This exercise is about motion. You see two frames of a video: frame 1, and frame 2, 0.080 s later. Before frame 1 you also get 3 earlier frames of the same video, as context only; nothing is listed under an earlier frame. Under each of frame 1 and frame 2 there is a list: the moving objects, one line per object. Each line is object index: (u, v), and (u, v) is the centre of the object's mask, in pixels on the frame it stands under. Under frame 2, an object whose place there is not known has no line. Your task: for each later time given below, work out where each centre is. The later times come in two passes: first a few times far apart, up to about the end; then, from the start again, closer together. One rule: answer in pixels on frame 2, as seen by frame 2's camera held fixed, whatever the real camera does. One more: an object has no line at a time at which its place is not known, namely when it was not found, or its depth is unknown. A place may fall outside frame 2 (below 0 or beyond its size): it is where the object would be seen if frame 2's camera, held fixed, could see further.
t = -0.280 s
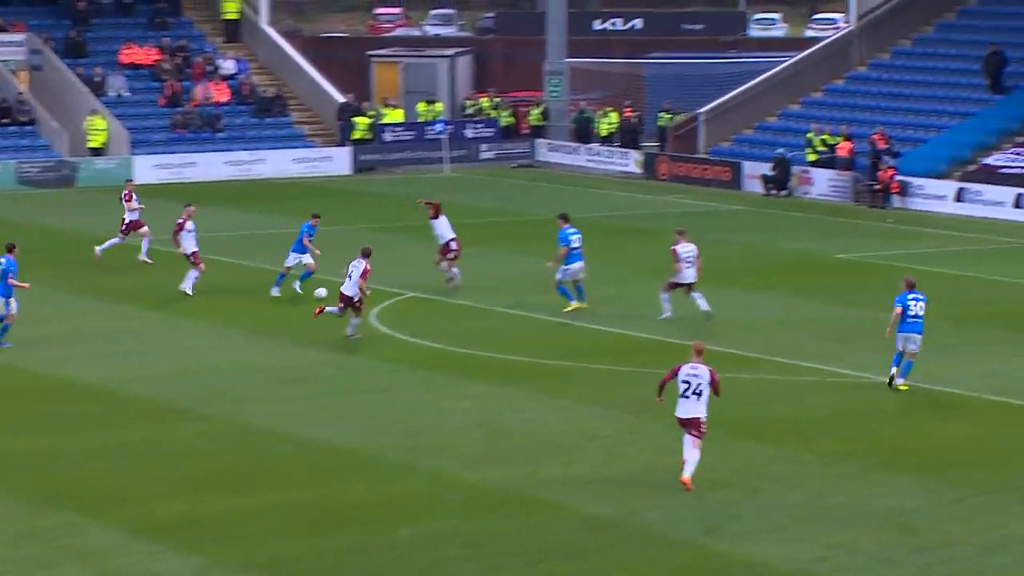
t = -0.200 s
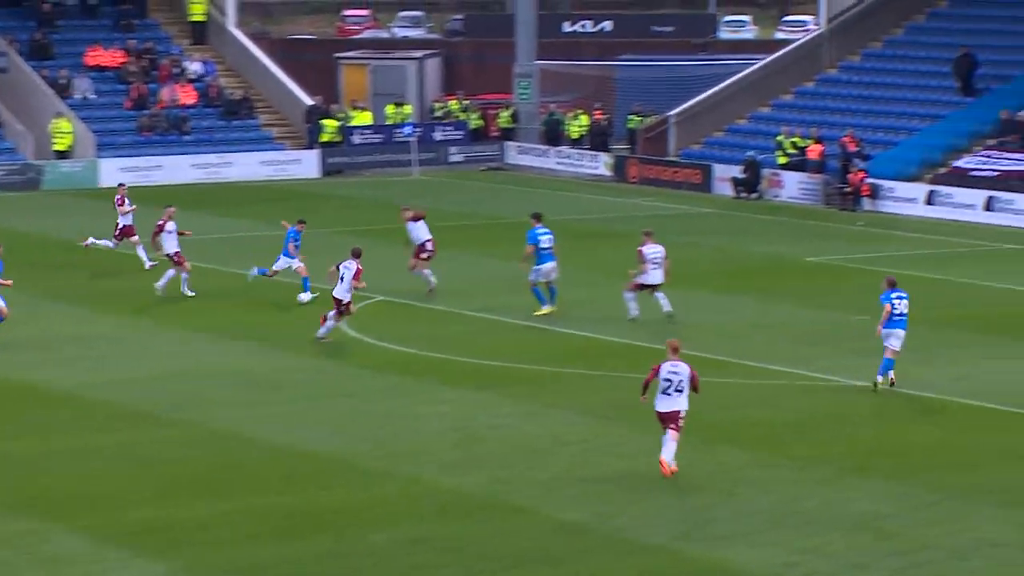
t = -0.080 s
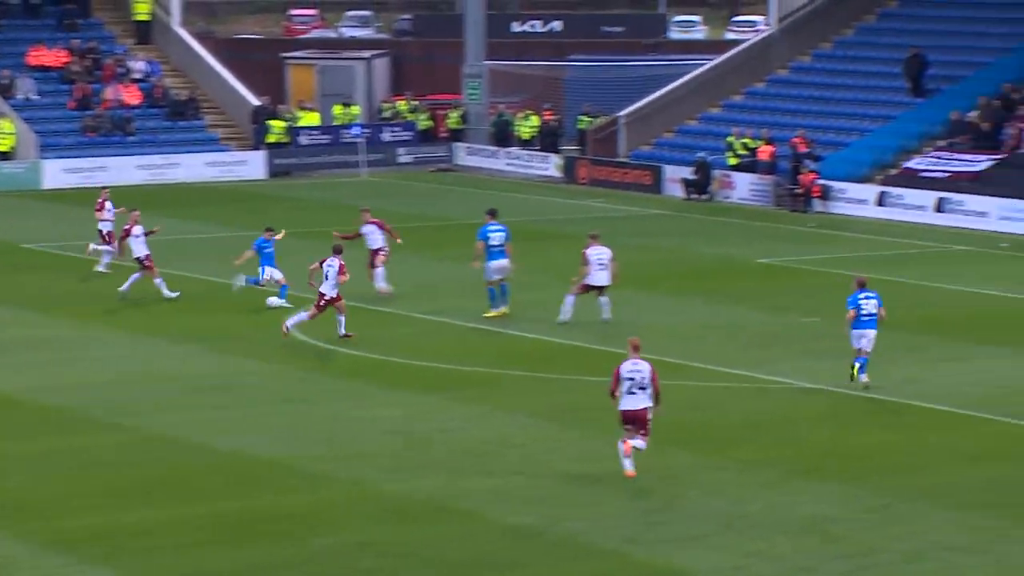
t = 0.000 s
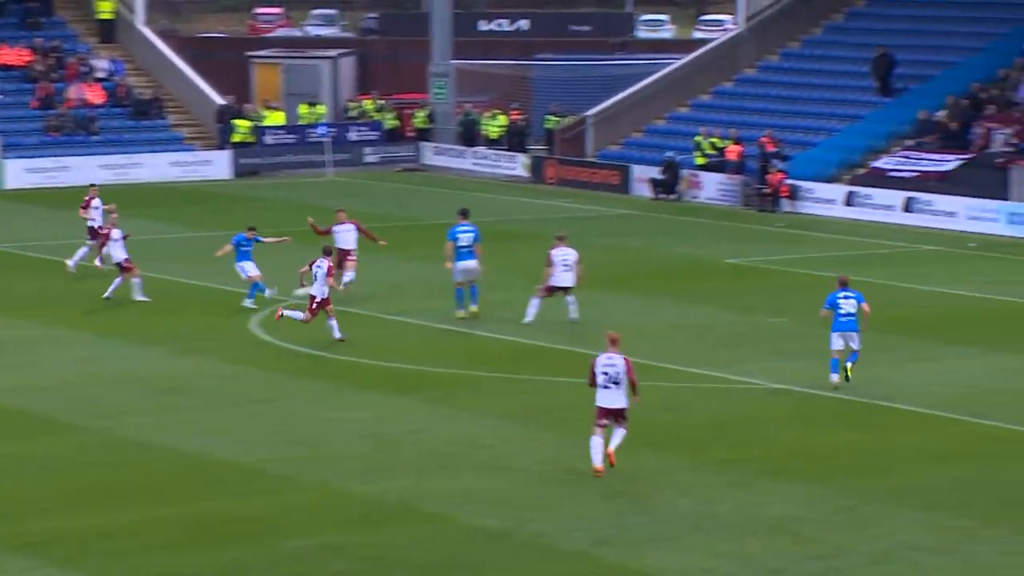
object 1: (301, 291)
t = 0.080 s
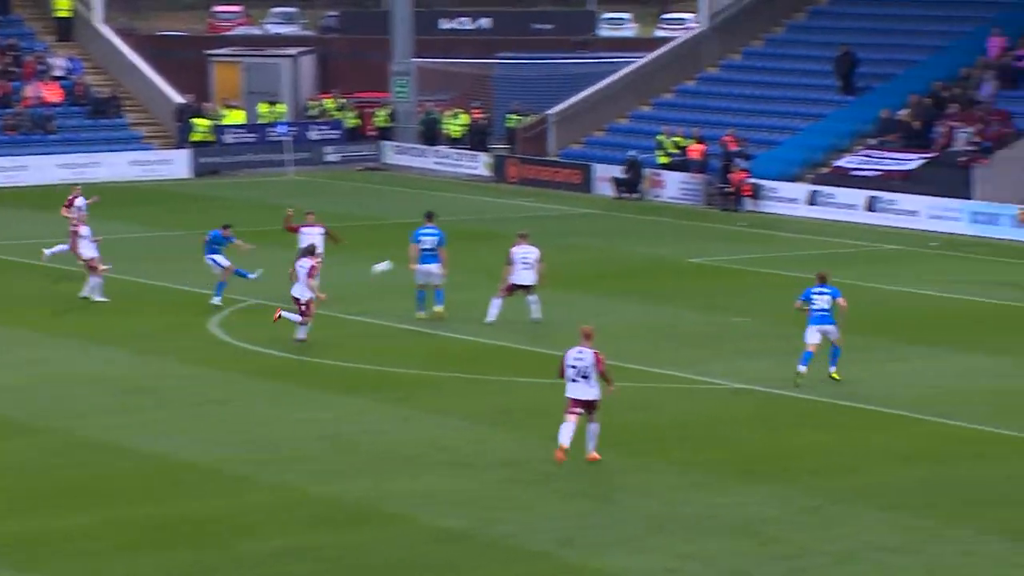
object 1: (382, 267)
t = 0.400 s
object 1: (797, 195)
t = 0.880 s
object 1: (1364, 176)
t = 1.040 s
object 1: (1490, 192)
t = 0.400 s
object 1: (797, 195)
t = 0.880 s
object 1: (1364, 176)
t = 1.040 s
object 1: (1490, 192)
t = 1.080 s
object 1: (1484, 192)
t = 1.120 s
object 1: (1476, 193)
